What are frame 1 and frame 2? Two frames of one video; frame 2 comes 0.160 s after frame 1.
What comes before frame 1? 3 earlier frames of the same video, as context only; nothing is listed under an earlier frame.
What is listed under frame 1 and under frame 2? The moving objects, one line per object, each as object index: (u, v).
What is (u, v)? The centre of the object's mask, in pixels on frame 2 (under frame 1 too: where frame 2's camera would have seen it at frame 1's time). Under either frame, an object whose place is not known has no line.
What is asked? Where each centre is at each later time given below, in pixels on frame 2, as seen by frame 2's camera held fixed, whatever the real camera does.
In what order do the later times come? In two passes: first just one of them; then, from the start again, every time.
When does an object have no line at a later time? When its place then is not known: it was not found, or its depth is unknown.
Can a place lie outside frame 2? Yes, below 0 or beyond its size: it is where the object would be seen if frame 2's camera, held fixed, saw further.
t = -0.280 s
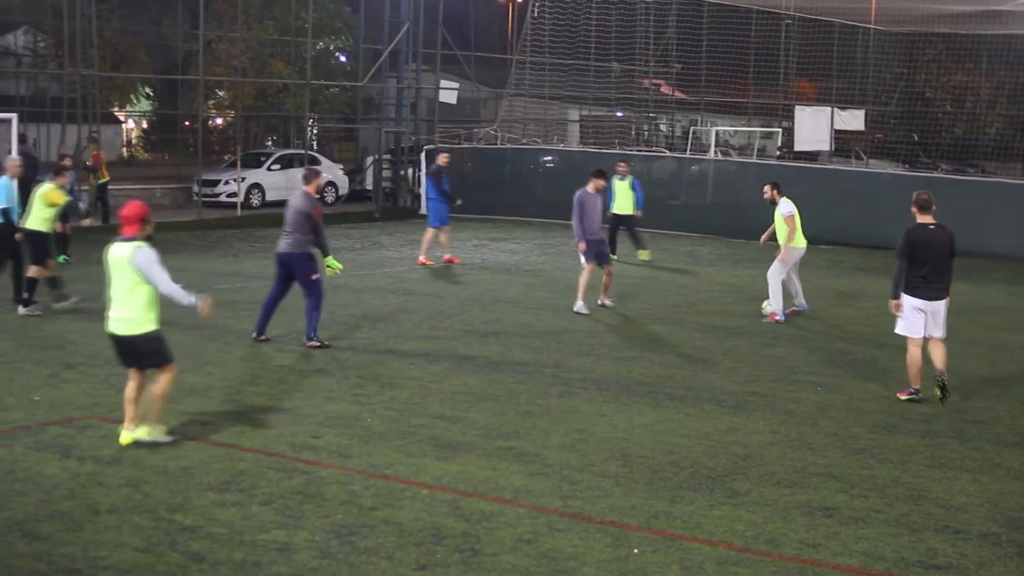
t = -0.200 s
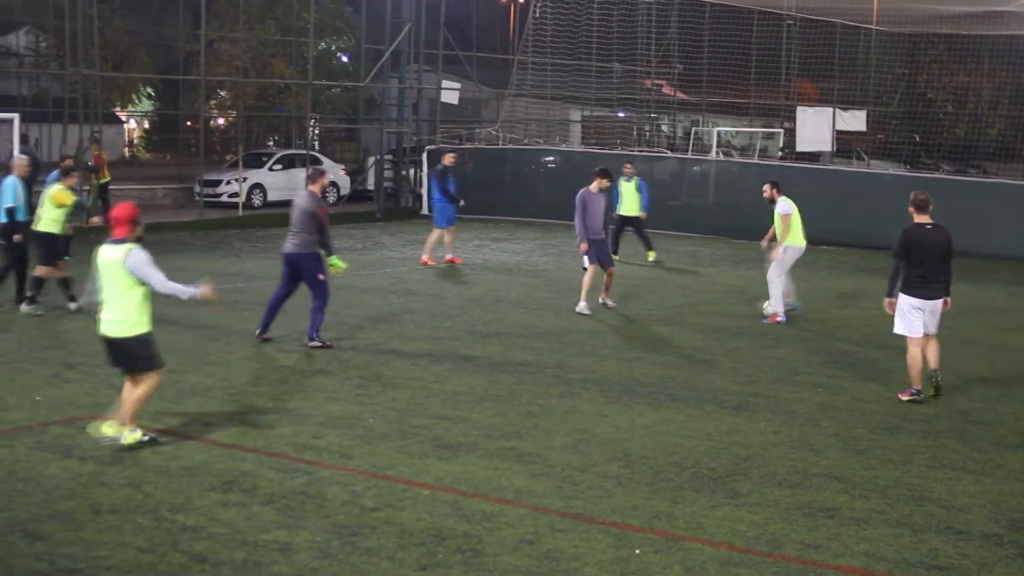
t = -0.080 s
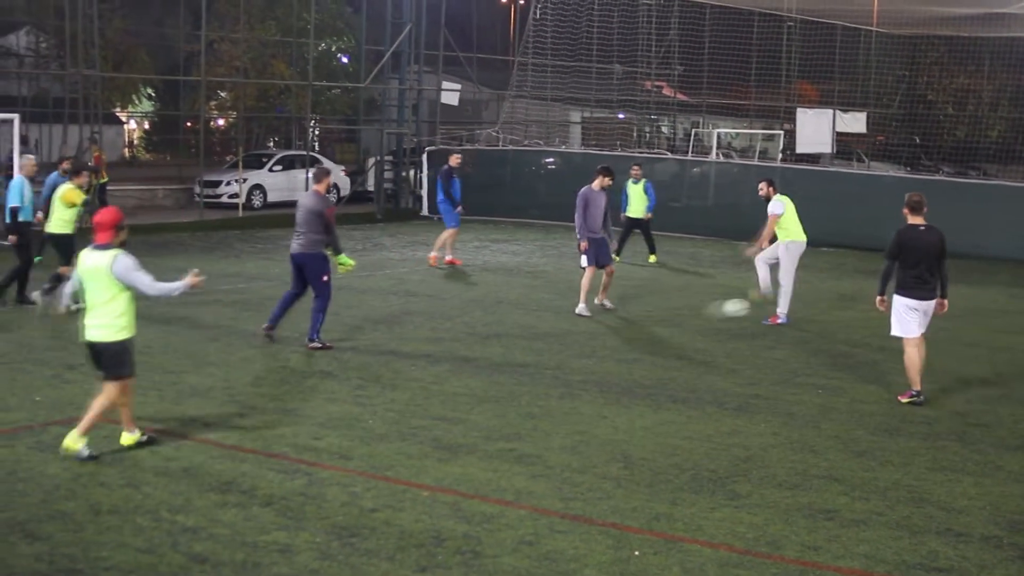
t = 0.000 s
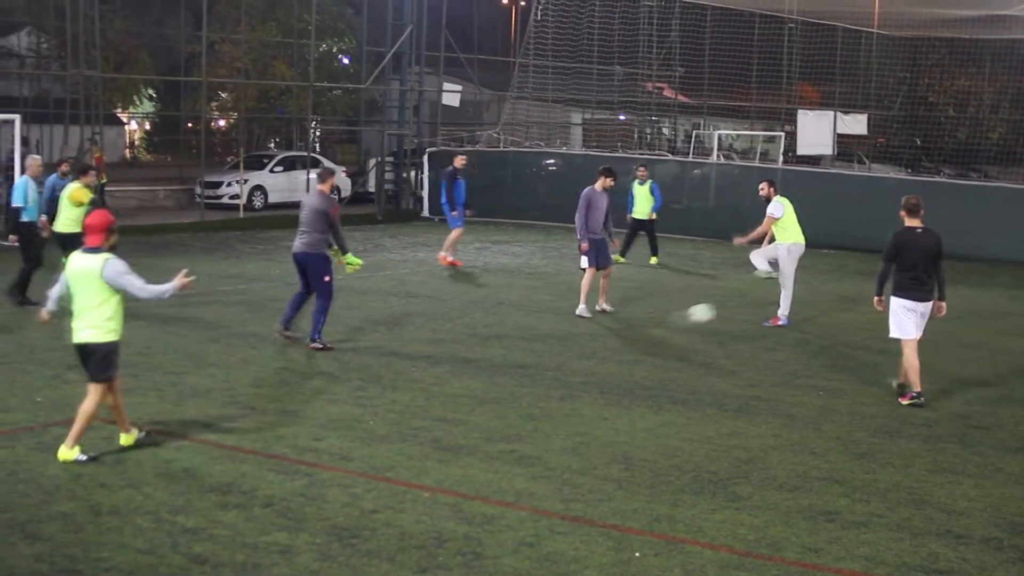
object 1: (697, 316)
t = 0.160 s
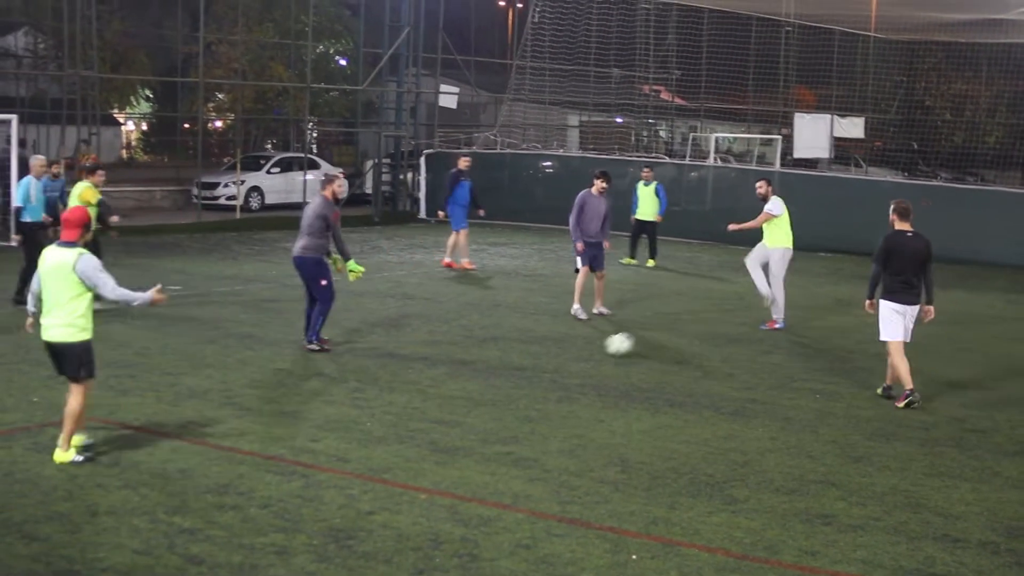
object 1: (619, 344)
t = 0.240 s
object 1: (586, 339)
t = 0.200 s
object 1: (602, 342)
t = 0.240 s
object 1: (586, 339)
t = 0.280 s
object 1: (567, 337)
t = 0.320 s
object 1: (550, 338)
